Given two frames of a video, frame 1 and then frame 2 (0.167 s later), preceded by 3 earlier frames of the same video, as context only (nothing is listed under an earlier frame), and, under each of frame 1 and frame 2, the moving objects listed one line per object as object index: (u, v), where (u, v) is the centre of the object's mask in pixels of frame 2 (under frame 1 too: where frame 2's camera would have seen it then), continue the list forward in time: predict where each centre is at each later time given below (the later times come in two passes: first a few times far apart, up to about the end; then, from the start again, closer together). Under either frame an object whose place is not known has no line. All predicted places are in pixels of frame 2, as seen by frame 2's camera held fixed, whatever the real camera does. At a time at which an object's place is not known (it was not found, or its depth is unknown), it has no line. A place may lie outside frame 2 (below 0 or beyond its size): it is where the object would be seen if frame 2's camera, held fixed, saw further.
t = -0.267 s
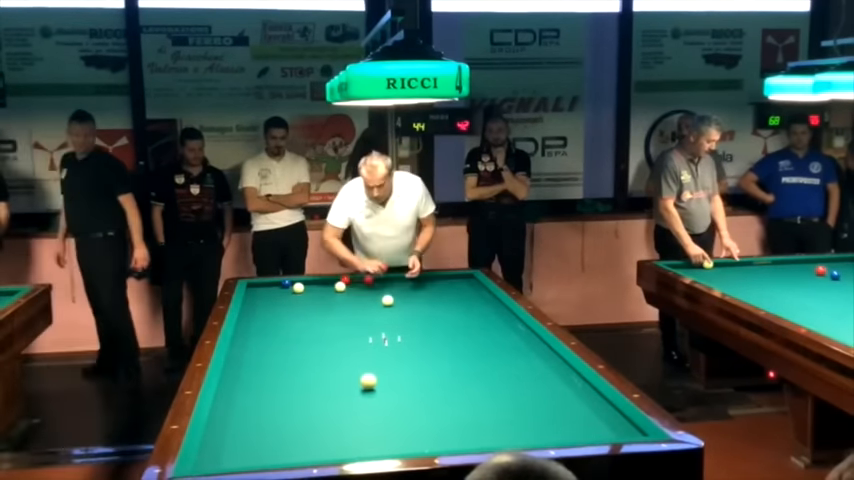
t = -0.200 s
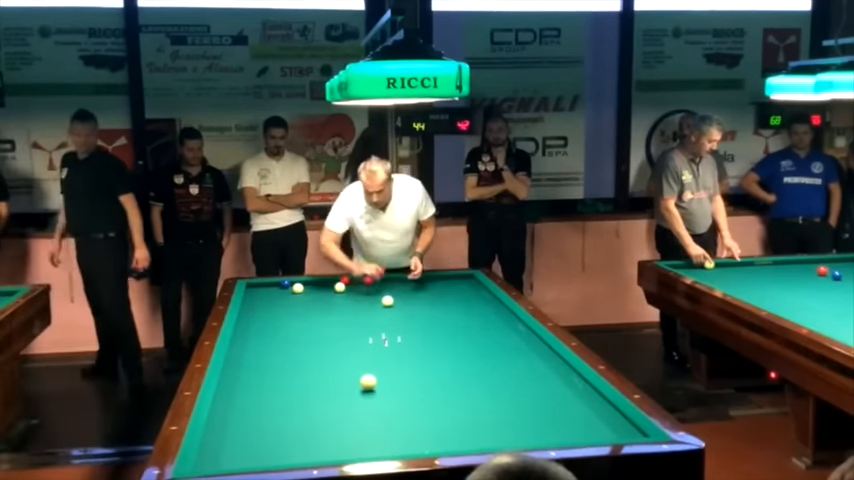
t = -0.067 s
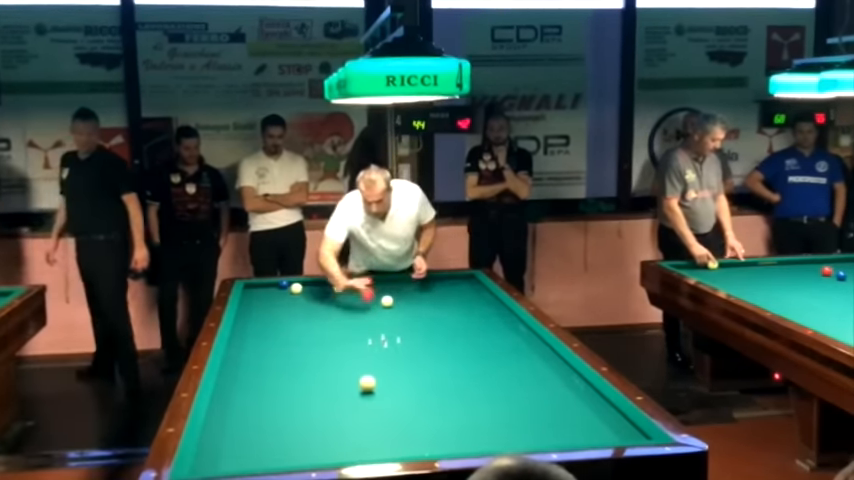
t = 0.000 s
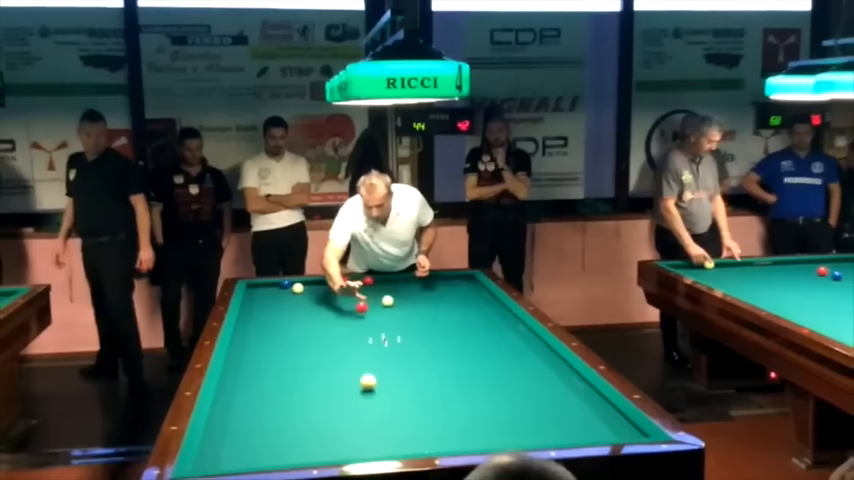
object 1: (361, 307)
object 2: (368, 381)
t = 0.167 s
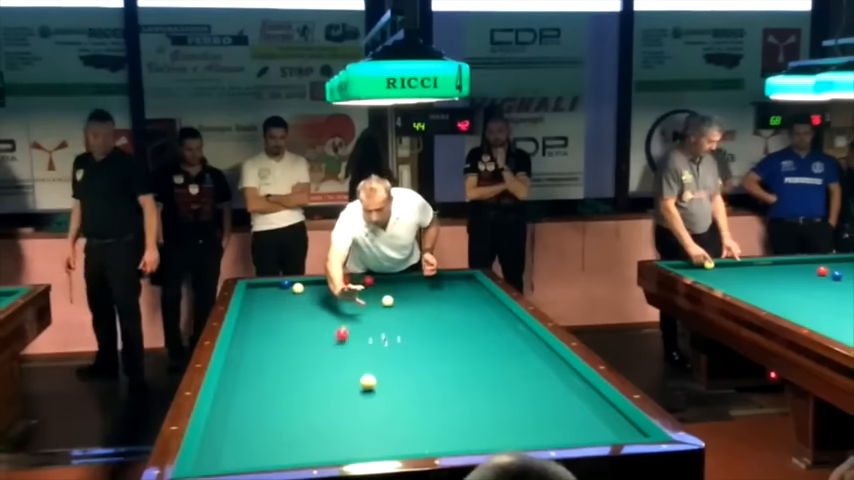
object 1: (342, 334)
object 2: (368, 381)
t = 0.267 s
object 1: (328, 346)
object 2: (368, 381)
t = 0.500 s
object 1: (288, 401)
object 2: (368, 381)
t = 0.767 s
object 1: (230, 457)
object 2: (368, 381)
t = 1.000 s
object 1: (221, 412)
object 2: (368, 381)
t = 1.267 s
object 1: (247, 378)
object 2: (368, 381)
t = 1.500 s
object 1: (261, 358)
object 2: (368, 381)
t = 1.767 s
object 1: (274, 338)
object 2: (368, 381)
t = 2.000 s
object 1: (283, 324)
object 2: (368, 381)
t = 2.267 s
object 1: (293, 309)
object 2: (368, 381)
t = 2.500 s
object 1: (300, 298)
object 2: (368, 381)
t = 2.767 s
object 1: (311, 287)
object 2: (368, 381)
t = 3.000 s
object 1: (331, 281)
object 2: (368, 381)
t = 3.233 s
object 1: (351, 284)
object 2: (368, 381)
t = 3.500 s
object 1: (375, 287)
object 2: (368, 381)
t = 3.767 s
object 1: (399, 290)
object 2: (368, 381)
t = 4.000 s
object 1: (421, 293)
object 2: (368, 381)
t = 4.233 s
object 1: (443, 295)
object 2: (368, 381)
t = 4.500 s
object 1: (469, 298)
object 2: (368, 381)
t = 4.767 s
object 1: (495, 301)
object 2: (368, 381)
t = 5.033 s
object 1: (489, 306)
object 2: (368, 381)
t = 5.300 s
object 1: (482, 310)
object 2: (368, 381)
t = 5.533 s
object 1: (476, 315)
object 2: (368, 381)
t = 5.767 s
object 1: (469, 320)
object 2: (368, 381)
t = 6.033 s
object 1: (462, 325)
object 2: (368, 381)
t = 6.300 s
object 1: (455, 330)
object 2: (368, 381)
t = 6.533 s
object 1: (448, 335)
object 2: (368, 381)
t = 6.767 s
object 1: (441, 339)
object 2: (368, 381)
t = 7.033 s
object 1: (433, 345)
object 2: (368, 381)
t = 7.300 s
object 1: (426, 350)
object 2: (368, 381)
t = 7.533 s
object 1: (419, 355)
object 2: (368, 381)
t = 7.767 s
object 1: (411, 360)
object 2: (367, 381)
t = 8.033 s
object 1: (404, 365)
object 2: (368, 381)
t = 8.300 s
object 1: (395, 371)
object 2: (368, 381)
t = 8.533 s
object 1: (388, 376)
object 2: (368, 381)
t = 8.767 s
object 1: (383, 381)
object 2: (367, 381)
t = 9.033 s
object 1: (384, 384)
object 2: (357, 383)
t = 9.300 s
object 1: (385, 388)
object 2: (348, 385)
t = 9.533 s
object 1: (386, 391)
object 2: (341, 387)
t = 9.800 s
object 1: (387, 394)
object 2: (334, 388)
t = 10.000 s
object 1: (388, 396)
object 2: (329, 389)
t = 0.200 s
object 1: (338, 337)
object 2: (368, 381)
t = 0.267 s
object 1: (328, 346)
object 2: (368, 381)
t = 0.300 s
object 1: (323, 357)
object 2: (368, 381)
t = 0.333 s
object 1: (318, 363)
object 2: (368, 381)
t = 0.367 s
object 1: (313, 368)
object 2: (368, 381)
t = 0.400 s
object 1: (307, 376)
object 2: (368, 381)
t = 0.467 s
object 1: (295, 391)
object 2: (368, 381)
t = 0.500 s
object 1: (288, 401)
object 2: (368, 381)
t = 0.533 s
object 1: (282, 409)
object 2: (368, 381)
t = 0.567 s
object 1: (274, 418)
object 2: (368, 381)
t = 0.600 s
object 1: (267, 428)
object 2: (368, 381)
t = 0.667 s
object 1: (250, 449)
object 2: (368, 381)
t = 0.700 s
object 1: (242, 457)
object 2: (368, 381)
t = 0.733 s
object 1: (234, 462)
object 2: (368, 381)
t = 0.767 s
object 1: (230, 457)
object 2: (368, 381)
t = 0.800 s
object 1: (228, 450)
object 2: (368, 381)
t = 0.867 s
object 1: (222, 436)
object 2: (368, 381)
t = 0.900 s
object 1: (220, 430)
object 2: (368, 381)
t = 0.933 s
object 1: (217, 424)
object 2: (368, 381)
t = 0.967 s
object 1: (216, 418)
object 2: (368, 381)
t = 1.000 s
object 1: (221, 412)
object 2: (368, 381)
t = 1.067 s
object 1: (229, 403)
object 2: (368, 381)
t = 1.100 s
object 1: (233, 398)
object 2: (368, 381)
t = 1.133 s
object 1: (236, 394)
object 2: (368, 381)
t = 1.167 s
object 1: (239, 390)
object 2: (368, 381)
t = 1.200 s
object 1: (242, 386)
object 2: (368, 381)
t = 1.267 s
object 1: (247, 378)
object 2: (368, 381)
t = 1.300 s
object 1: (249, 375)
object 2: (368, 381)
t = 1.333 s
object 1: (251, 372)
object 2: (368, 381)
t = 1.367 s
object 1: (253, 369)
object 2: (368, 381)
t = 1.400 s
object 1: (255, 366)
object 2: (368, 381)
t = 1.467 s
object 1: (259, 361)
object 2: (368, 381)
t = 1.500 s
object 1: (261, 358)
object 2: (368, 381)
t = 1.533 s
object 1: (262, 355)
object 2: (368, 381)
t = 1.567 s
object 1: (264, 353)
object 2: (368, 381)
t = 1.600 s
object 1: (266, 350)
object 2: (368, 381)
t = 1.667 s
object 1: (269, 345)
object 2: (368, 381)
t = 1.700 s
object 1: (271, 343)
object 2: (368, 381)
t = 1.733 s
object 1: (272, 340)
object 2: (368, 381)
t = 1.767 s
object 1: (274, 338)
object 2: (368, 381)
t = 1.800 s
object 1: (275, 336)
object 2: (368, 381)
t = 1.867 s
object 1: (278, 331)
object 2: (368, 381)
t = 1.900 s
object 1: (279, 330)
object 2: (368, 381)
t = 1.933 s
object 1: (280, 328)
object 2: (368, 381)
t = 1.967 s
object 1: (282, 326)
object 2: (368, 381)
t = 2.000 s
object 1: (283, 324)
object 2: (368, 381)
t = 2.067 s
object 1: (286, 320)
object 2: (368, 381)
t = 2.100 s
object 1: (287, 318)
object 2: (368, 381)
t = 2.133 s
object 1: (288, 316)
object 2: (368, 381)
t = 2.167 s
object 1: (289, 315)
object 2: (368, 381)
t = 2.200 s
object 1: (290, 313)
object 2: (368, 381)
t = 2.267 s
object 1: (293, 309)
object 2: (368, 381)
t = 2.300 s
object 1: (294, 307)
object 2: (368, 381)
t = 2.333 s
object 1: (295, 306)
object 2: (368, 381)
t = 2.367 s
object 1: (296, 304)
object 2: (368, 381)
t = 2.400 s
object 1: (297, 303)
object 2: (368, 381)
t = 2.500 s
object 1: (300, 298)
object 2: (368, 381)
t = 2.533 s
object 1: (301, 297)
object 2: (368, 381)
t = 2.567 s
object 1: (302, 295)
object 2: (368, 381)
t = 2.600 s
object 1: (303, 294)
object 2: (368, 381)
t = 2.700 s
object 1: (306, 289)
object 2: (368, 381)
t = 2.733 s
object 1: (308, 288)
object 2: (368, 381)
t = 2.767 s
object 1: (311, 287)
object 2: (368, 381)
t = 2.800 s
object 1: (315, 287)
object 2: (368, 381)
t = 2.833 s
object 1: (317, 286)
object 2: (368, 381)
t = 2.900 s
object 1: (323, 284)
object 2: (368, 381)
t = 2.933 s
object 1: (325, 283)
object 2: (368, 381)
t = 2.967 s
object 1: (328, 282)
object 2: (368, 381)
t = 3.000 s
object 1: (331, 281)
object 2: (368, 381)
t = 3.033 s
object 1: (332, 281)
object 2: (368, 381)
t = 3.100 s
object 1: (338, 280)
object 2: (368, 381)
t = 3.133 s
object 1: (345, 280)
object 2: (368, 381)
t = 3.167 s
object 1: (347, 282)
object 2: (368, 381)
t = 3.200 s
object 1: (349, 283)
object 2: (368, 381)
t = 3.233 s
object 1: (351, 284)
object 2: (368, 381)
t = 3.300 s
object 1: (357, 285)
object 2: (368, 381)
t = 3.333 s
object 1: (360, 285)
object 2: (368, 381)
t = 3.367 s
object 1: (363, 285)
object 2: (368, 381)
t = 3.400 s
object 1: (366, 285)
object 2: (368, 381)
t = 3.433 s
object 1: (369, 286)
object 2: (368, 381)
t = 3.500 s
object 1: (375, 287)
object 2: (368, 381)
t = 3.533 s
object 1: (378, 287)
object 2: (368, 381)
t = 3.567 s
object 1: (381, 287)
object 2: (368, 381)
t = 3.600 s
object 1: (384, 288)
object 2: (368, 381)
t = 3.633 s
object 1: (387, 288)
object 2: (368, 381)
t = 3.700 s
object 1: (393, 289)
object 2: (368, 381)
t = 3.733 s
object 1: (396, 289)
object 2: (368, 381)
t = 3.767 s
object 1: (399, 290)
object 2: (368, 381)
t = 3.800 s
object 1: (403, 290)
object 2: (368, 381)
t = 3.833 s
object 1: (406, 291)
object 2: (368, 381)
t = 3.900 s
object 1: (412, 292)
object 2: (368, 381)
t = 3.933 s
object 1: (415, 292)
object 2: (368, 381)
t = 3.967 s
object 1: (418, 292)
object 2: (368, 381)
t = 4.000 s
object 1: (421, 293)
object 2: (368, 381)
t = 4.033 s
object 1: (424, 293)
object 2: (368, 381)
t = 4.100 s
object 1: (431, 294)
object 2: (368, 381)
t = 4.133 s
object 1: (434, 294)
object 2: (368, 381)
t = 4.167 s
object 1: (437, 295)
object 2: (368, 381)
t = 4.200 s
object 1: (440, 295)
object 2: (368, 381)
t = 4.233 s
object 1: (443, 295)
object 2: (368, 381)
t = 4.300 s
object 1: (449, 296)
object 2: (368, 381)
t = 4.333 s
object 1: (453, 296)
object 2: (368, 381)
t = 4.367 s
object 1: (456, 297)
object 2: (368, 381)
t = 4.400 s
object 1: (459, 297)
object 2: (368, 381)
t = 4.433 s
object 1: (463, 298)
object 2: (368, 381)
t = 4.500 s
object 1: (469, 298)
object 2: (368, 381)
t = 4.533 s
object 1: (472, 299)
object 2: (368, 381)
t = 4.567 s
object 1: (475, 299)
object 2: (368, 381)
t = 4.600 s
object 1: (478, 299)
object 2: (368, 381)
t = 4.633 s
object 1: (481, 300)
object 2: (368, 381)
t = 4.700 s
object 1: (488, 300)
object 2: (368, 381)
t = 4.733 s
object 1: (492, 301)
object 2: (368, 381)
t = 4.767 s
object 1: (495, 301)
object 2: (368, 381)
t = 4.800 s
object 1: (496, 302)
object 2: (368, 381)
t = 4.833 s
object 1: (495, 303)
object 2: (368, 381)
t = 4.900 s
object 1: (493, 303)
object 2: (368, 381)
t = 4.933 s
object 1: (492, 304)
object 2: (368, 381)
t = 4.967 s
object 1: (491, 304)
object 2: (368, 381)
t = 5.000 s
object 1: (490, 305)
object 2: (368, 381)
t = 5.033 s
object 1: (489, 306)
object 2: (368, 381)
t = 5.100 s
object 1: (488, 307)
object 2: (368, 381)
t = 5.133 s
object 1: (487, 308)
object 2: (368, 381)
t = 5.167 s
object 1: (486, 308)
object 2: (368, 381)
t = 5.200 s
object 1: (485, 309)
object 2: (368, 381)
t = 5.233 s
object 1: (484, 310)
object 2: (368, 381)
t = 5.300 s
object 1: (482, 310)
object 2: (368, 381)
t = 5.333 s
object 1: (481, 311)
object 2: (368, 381)
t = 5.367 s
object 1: (480, 312)
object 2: (368, 381)
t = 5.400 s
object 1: (479, 312)
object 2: (368, 381)
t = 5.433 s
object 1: (478, 313)
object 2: (368, 381)
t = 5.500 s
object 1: (477, 315)
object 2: (368, 381)
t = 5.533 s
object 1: (476, 315)
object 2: (368, 381)
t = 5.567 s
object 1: (475, 316)
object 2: (368, 381)
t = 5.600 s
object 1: (474, 316)
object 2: (368, 381)
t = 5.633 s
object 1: (473, 317)
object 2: (368, 381)
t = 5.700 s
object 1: (471, 318)
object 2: (368, 381)
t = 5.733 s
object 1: (470, 319)
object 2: (368, 381)
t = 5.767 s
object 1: (469, 320)
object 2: (368, 381)
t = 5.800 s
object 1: (468, 320)
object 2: (368, 381)
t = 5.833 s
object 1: (468, 321)
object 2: (368, 381)
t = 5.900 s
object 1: (466, 322)
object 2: (368, 381)
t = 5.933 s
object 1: (465, 323)
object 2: (368, 381)
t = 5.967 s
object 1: (464, 324)
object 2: (368, 381)
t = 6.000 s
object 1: (463, 324)
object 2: (368, 381)
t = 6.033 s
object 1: (462, 325)
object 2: (368, 381)
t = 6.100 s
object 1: (460, 326)
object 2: (368, 381)
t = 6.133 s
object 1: (459, 327)
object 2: (368, 381)
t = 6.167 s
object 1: (458, 328)
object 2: (368, 381)
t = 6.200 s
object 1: (457, 328)
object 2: (368, 381)
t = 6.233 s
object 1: (456, 329)
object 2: (368, 381)
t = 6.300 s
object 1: (455, 330)
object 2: (368, 381)
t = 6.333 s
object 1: (454, 331)
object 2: (368, 381)
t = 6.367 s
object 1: (453, 331)
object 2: (368, 381)
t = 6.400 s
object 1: (452, 332)
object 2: (368, 381)
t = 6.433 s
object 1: (451, 333)
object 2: (368, 381)
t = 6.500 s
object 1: (449, 334)
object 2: (368, 381)
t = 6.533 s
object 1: (448, 335)
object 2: (368, 381)
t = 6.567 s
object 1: (447, 335)
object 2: (368, 381)
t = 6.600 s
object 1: (446, 336)
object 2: (368, 381)
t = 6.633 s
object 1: (445, 337)
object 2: (368, 381)
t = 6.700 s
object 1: (443, 338)
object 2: (368, 381)
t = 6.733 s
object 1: (442, 339)
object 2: (368, 381)
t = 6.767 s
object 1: (441, 339)
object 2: (368, 381)
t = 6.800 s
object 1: (440, 340)
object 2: (368, 381)
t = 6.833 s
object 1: (439, 341)
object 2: (368, 381)
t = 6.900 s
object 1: (437, 342)
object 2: (368, 381)
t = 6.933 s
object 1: (436, 343)
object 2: (368, 381)
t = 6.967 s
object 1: (435, 343)
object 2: (368, 381)
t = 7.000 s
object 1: (434, 344)
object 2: (368, 381)
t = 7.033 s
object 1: (433, 345)
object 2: (368, 381)
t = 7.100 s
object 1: (432, 346)
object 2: (368, 381)
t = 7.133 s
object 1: (430, 347)
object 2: (368, 381)
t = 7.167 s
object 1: (429, 347)
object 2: (368, 381)
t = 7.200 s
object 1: (429, 348)
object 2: (368, 381)
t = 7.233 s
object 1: (428, 349)
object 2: (368, 381)
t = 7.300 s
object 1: (426, 350)
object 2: (368, 381)
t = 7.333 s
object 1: (425, 351)
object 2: (368, 381)
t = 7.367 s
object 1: (424, 351)
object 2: (368, 381)
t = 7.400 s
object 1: (423, 352)
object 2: (368, 381)
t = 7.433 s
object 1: (422, 353)
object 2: (368, 381)
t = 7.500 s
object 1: (420, 354)
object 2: (368, 381)
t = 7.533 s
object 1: (419, 355)
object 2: (368, 381)
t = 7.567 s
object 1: (418, 355)
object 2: (367, 381)
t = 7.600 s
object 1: (416, 357)
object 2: (367, 381)
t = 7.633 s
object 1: (415, 357)
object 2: (367, 381)
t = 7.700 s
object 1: (413, 358)
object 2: (367, 381)
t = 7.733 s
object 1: (412, 359)
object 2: (367, 381)
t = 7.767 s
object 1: (411, 360)
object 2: (367, 381)
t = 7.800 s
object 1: (411, 360)
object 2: (368, 381)
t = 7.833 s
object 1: (410, 362)
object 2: (368, 381)
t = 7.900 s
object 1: (408, 363)
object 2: (369, 381)
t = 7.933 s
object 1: (407, 363)
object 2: (369, 380)
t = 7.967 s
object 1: (406, 364)
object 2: (368, 381)
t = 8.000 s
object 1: (405, 365)
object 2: (368, 381)
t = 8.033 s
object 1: (404, 365)
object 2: (368, 381)
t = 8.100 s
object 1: (401, 367)
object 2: (368, 381)
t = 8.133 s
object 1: (400, 368)
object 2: (368, 381)
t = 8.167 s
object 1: (400, 368)
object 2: (368, 381)
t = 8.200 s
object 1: (398, 369)
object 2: (368, 381)
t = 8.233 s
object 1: (397, 370)
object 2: (368, 381)
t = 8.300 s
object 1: (395, 371)
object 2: (368, 381)
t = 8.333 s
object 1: (394, 372)
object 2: (368, 381)
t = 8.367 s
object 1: (394, 372)
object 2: (368, 381)
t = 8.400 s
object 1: (392, 373)
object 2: (368, 381)
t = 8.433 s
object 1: (391, 374)
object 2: (368, 381)
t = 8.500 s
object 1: (389, 375)
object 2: (368, 381)
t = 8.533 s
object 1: (388, 376)
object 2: (368, 381)
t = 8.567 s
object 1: (387, 377)
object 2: (368, 381)
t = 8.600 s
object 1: (386, 378)
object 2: (368, 381)
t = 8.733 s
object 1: (383, 380)
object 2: (367, 382)
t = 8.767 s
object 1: (383, 381)
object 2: (367, 381)
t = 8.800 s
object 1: (383, 381)
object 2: (365, 382)
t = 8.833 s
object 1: (383, 381)
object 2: (364, 382)
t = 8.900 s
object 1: (383, 383)
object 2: (361, 383)
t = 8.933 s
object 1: (383, 383)
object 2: (360, 383)
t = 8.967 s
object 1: (383, 383)
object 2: (359, 383)
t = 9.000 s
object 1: (384, 384)
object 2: (358, 383)
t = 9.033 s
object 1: (384, 384)
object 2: (357, 383)
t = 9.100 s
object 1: (384, 385)
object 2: (355, 384)
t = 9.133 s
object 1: (384, 386)
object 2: (354, 384)
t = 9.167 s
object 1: (384, 386)
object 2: (353, 384)
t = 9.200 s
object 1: (384, 386)
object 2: (352, 385)
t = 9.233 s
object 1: (385, 387)
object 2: (351, 385)
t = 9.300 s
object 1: (385, 388)
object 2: (348, 385)
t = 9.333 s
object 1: (385, 388)
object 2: (347, 386)
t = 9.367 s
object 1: (385, 388)
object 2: (346, 386)
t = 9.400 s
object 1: (385, 389)
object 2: (345, 386)
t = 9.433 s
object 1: (386, 389)
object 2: (345, 386)
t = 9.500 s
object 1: (386, 390)
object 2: (343, 387)
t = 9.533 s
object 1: (386, 391)
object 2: (341, 387)
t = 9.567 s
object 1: (386, 391)
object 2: (341, 387)
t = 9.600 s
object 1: (386, 391)
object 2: (339, 387)
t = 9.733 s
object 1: (387, 393)
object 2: (336, 388)
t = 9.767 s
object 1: (387, 393)
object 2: (335, 388)
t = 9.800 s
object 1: (387, 394)
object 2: (334, 388)
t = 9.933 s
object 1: (388, 395)
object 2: (331, 389)
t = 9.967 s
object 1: (388, 395)
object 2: (330, 389)
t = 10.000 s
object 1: (388, 396)
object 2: (329, 389)
